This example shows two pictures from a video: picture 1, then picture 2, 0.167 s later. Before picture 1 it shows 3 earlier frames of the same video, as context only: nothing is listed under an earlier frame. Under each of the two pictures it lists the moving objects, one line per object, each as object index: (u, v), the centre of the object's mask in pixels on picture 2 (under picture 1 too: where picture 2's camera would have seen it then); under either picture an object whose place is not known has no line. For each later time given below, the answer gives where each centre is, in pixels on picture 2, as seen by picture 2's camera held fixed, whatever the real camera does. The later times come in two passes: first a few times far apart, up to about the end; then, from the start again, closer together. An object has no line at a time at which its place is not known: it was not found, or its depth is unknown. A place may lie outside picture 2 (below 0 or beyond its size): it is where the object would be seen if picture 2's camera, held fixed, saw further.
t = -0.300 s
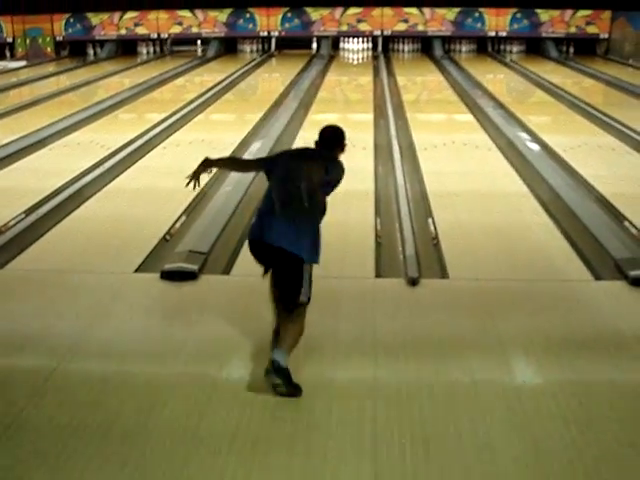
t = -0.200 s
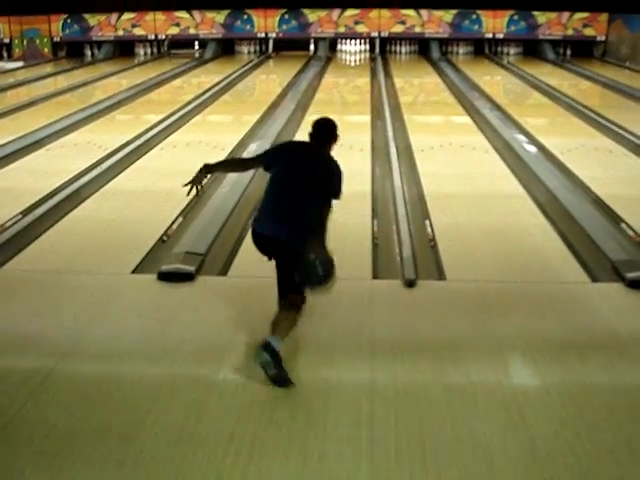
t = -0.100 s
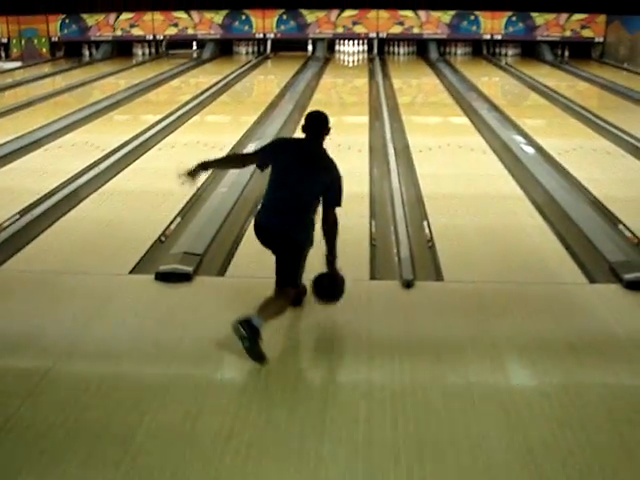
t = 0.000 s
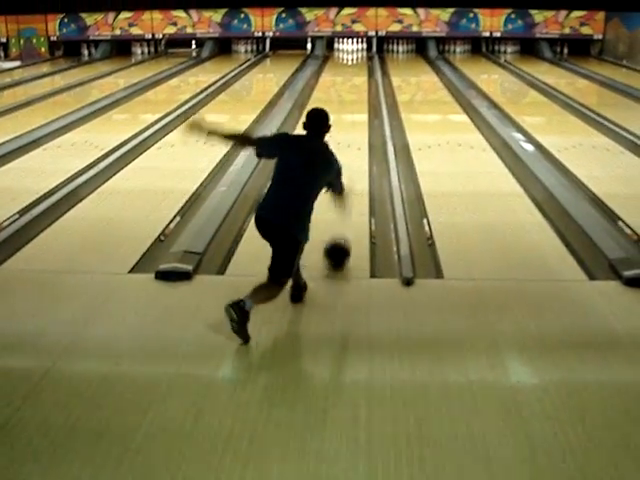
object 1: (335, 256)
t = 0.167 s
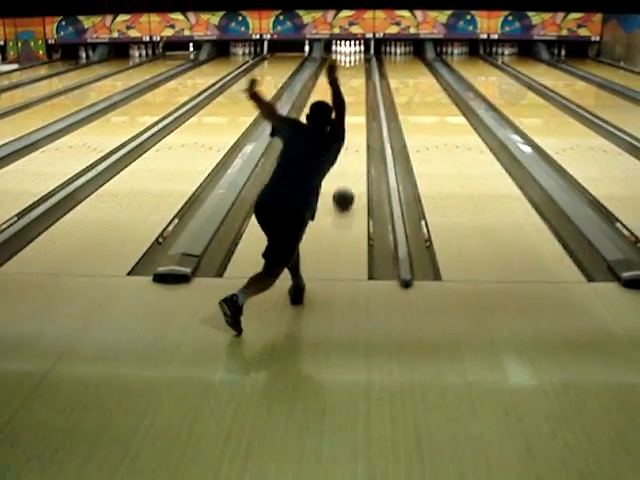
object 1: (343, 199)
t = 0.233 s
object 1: (345, 183)
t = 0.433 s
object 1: (350, 147)
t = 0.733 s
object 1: (353, 113)
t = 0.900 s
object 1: (354, 100)
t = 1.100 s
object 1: (355, 87)
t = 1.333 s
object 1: (355, 76)
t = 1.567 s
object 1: (355, 67)
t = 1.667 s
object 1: (354, 64)
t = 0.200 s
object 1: (344, 191)
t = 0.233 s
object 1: (345, 183)
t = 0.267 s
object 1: (346, 176)
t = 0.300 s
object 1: (347, 169)
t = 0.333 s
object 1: (348, 163)
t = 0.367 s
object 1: (348, 157)
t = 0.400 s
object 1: (349, 152)
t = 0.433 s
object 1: (350, 147)
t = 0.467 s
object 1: (352, 143)
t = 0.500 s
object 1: (353, 141)
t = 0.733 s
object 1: (353, 113)
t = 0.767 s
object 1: (354, 110)
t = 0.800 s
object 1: (354, 107)
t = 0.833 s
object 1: (354, 104)
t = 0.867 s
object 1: (354, 102)
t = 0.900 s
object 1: (354, 100)
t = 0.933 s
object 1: (355, 97)
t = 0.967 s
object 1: (355, 95)
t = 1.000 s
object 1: (355, 93)
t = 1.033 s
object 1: (355, 91)
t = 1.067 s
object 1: (355, 89)
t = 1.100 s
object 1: (355, 87)
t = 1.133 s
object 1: (355, 85)
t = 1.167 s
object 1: (355, 84)
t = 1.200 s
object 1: (355, 82)
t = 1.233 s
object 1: (355, 80)
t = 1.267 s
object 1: (355, 79)
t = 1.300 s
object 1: (355, 77)
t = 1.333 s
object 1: (355, 76)
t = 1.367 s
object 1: (355, 75)
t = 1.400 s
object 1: (355, 73)
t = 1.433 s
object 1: (355, 72)
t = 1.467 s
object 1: (355, 70)
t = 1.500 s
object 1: (355, 69)
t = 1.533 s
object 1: (355, 69)
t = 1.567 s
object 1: (355, 67)
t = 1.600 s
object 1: (355, 66)
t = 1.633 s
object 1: (355, 64)
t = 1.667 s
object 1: (354, 64)
